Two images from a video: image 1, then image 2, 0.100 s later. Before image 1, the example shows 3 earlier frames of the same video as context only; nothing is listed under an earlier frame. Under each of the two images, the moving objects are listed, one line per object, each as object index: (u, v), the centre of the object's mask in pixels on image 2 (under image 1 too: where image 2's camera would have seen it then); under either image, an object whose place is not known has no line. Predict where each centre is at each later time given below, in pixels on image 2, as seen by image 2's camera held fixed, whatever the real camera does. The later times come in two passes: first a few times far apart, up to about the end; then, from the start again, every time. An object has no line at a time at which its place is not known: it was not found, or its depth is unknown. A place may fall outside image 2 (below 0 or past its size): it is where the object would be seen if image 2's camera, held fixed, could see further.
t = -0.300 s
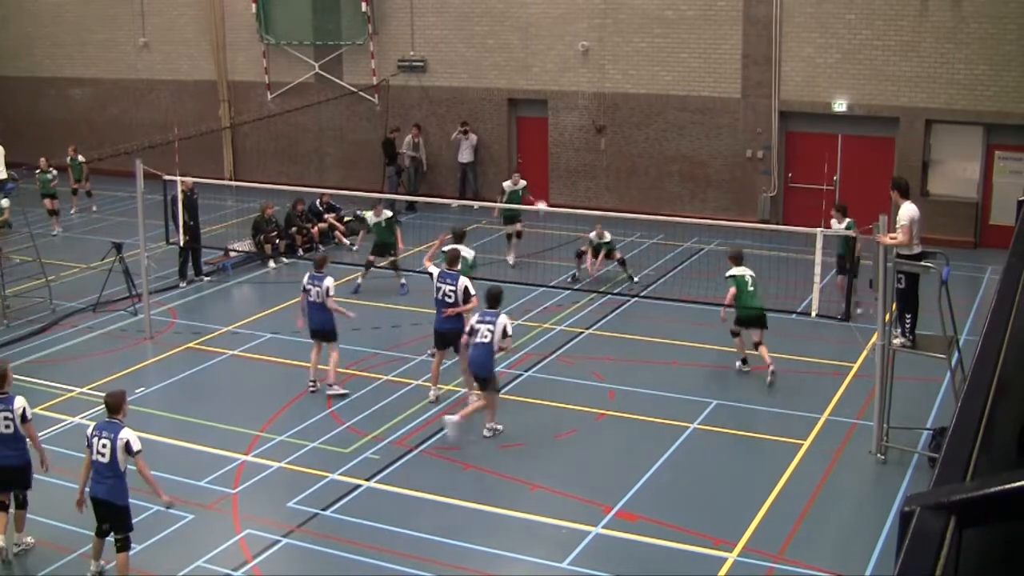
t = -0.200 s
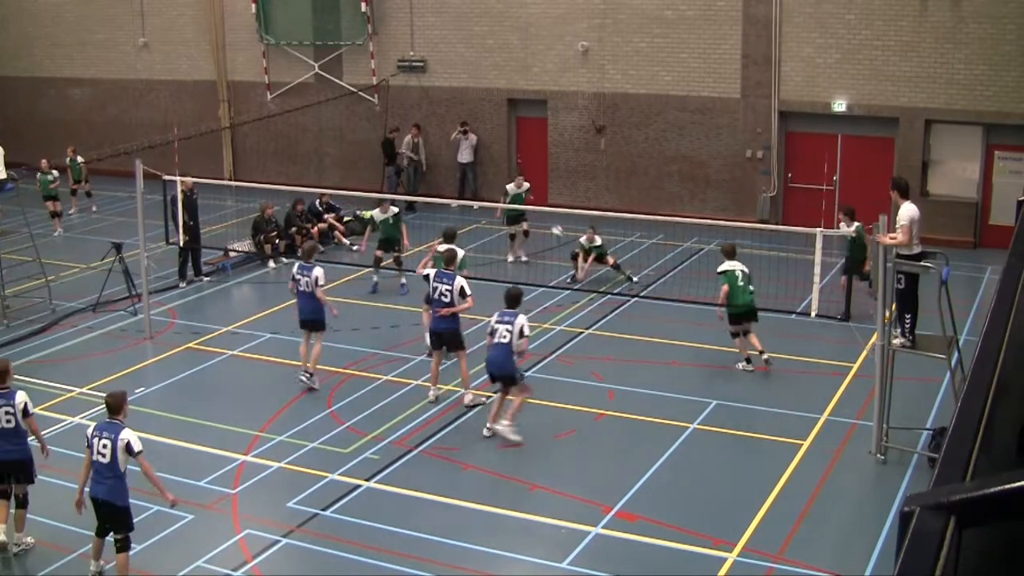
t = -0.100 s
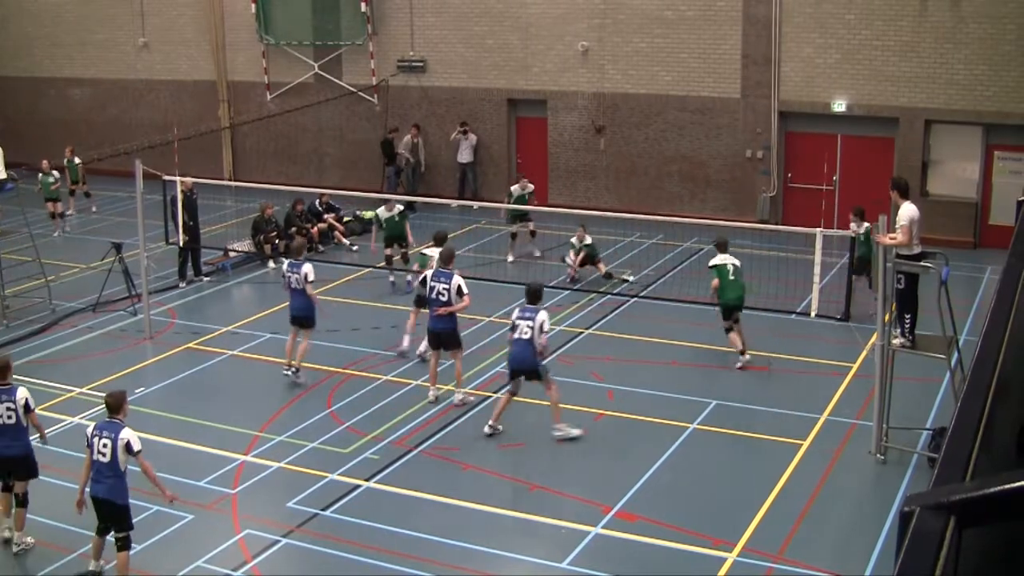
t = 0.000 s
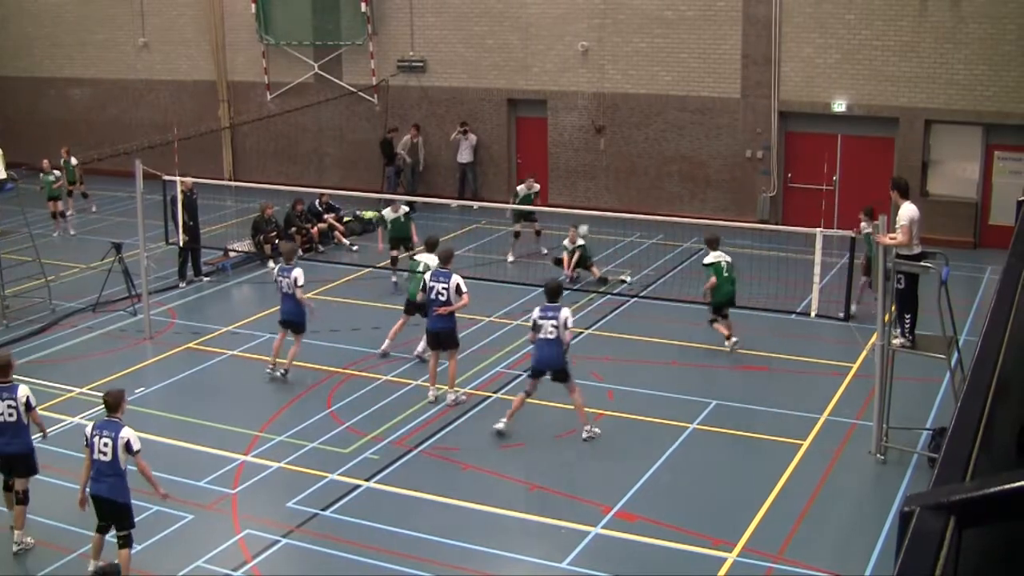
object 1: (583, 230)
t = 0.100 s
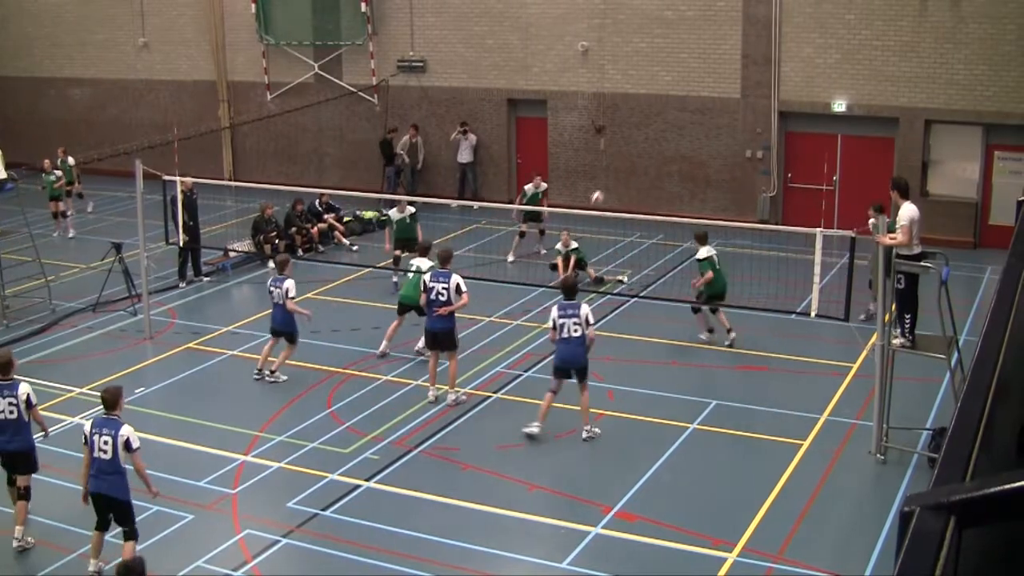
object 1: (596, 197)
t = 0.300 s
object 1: (627, 144)
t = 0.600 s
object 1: (677, 107)
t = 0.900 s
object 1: (731, 127)
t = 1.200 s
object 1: (787, 214)
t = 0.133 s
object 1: (602, 186)
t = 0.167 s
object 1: (607, 178)
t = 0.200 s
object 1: (611, 167)
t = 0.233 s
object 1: (616, 159)
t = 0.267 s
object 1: (622, 152)
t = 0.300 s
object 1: (627, 144)
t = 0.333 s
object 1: (631, 138)
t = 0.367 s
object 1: (637, 130)
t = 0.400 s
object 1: (643, 126)
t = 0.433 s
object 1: (649, 121)
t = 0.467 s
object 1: (654, 116)
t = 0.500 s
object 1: (659, 112)
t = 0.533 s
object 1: (665, 109)
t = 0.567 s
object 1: (672, 107)
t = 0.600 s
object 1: (677, 107)
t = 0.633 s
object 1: (682, 105)
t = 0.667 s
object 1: (688, 106)
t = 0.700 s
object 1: (694, 107)
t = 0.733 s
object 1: (700, 108)
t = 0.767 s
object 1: (707, 110)
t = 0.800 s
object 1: (712, 113)
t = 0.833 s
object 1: (718, 118)
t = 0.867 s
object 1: (724, 122)
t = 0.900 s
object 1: (731, 127)
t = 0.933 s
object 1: (737, 133)
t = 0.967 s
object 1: (743, 141)
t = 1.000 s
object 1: (749, 150)
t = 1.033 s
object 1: (755, 157)
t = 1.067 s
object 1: (761, 167)
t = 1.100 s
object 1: (768, 177)
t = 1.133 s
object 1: (773, 188)
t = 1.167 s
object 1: (780, 202)
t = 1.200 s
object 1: (787, 214)
